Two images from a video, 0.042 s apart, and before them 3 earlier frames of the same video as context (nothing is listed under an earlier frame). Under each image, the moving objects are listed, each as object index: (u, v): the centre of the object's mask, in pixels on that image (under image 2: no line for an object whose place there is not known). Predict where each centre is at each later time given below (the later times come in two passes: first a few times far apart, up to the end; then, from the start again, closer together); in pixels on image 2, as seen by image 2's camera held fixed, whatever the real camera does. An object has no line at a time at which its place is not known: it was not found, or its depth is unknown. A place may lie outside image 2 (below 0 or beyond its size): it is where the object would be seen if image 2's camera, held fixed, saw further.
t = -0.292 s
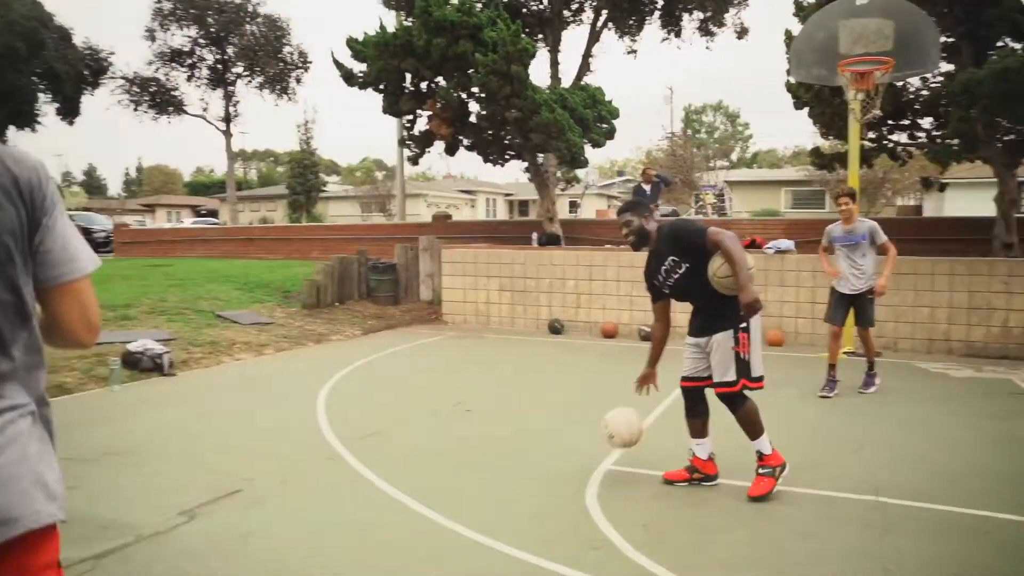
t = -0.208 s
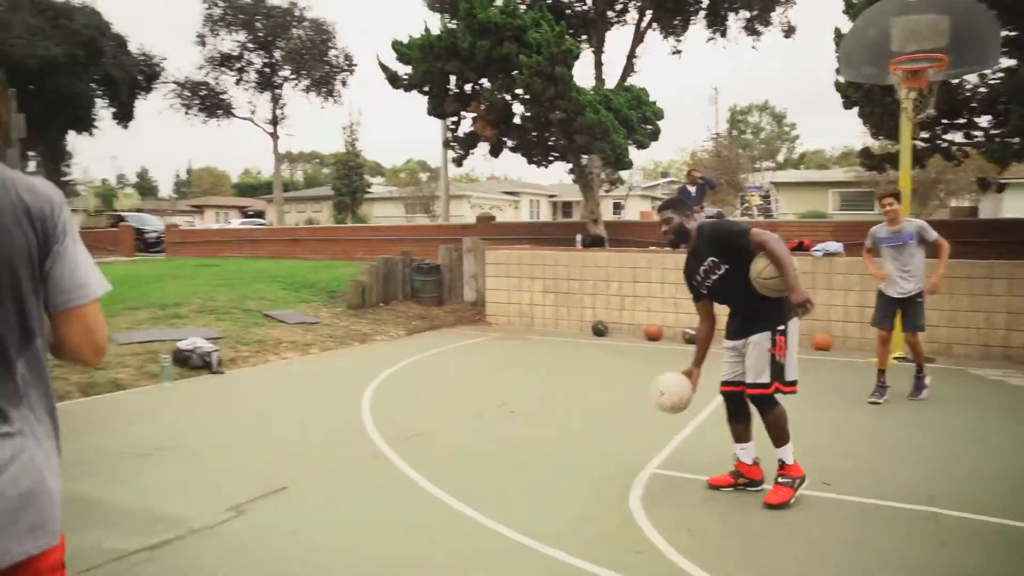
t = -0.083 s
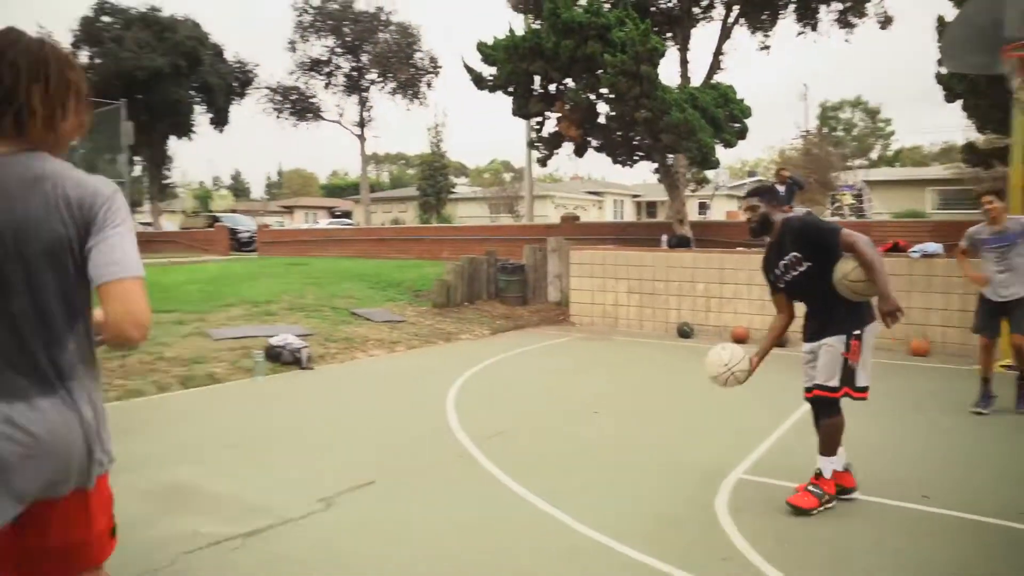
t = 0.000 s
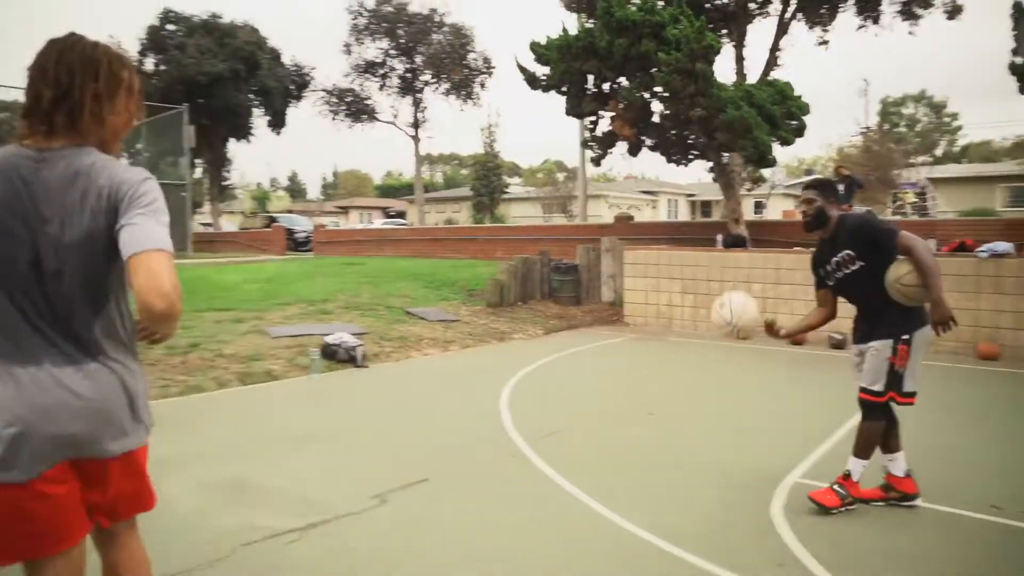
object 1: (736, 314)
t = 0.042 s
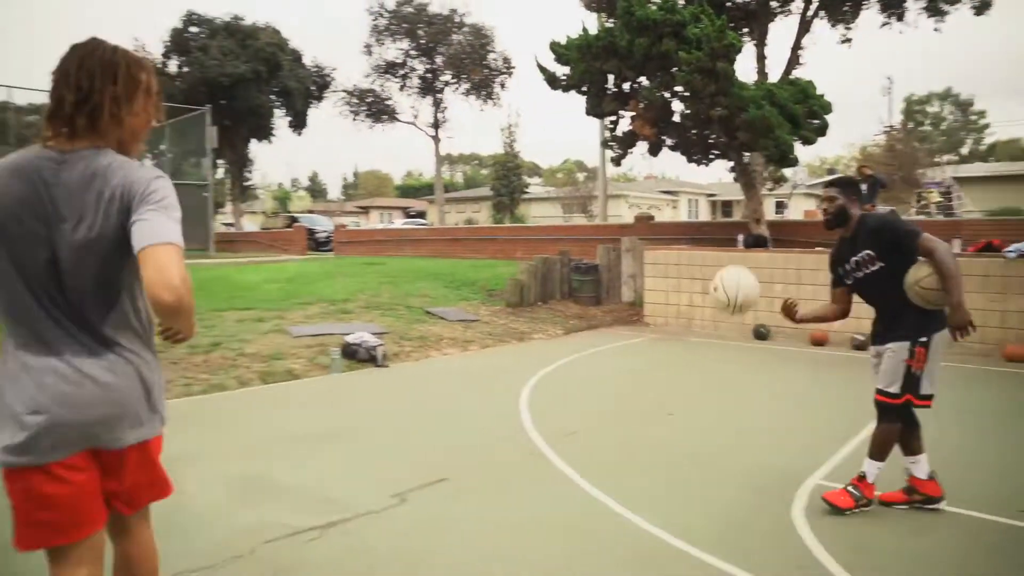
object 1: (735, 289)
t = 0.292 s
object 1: (535, 150)
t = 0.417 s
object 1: (403, 118)
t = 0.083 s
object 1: (700, 255)
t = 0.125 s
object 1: (676, 233)
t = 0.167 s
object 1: (636, 203)
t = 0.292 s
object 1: (535, 150)
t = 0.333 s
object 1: (490, 133)
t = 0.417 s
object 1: (403, 118)
